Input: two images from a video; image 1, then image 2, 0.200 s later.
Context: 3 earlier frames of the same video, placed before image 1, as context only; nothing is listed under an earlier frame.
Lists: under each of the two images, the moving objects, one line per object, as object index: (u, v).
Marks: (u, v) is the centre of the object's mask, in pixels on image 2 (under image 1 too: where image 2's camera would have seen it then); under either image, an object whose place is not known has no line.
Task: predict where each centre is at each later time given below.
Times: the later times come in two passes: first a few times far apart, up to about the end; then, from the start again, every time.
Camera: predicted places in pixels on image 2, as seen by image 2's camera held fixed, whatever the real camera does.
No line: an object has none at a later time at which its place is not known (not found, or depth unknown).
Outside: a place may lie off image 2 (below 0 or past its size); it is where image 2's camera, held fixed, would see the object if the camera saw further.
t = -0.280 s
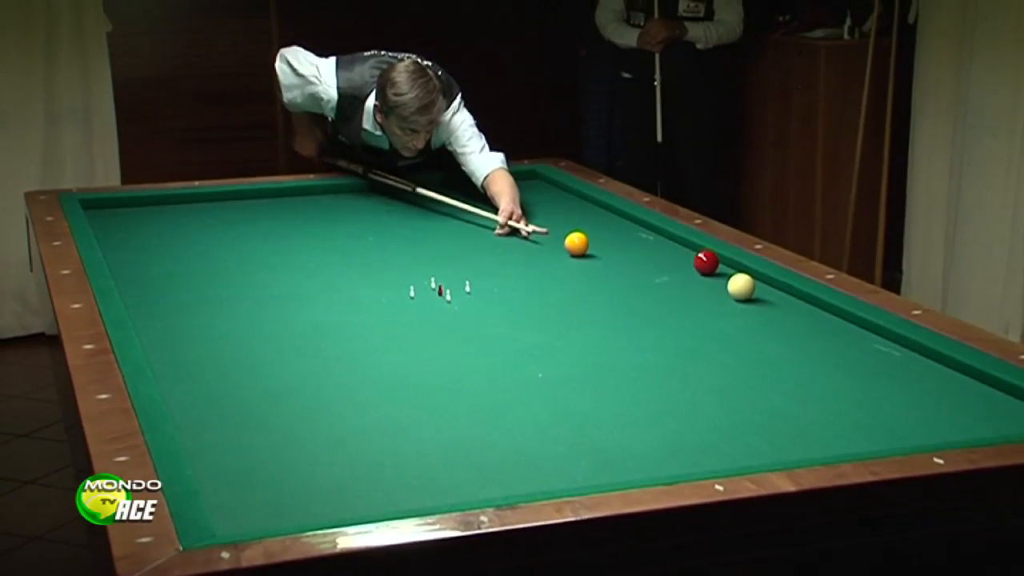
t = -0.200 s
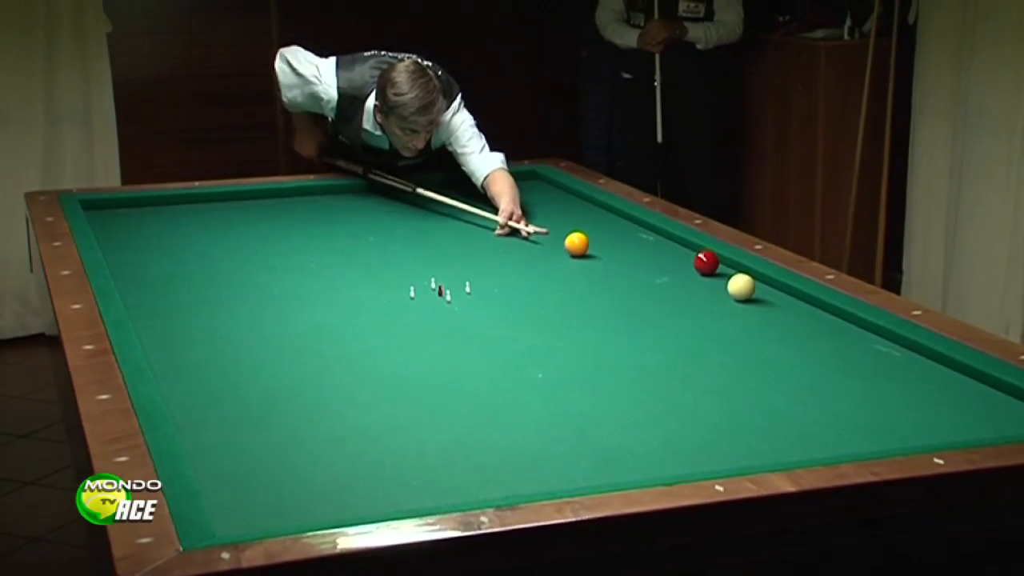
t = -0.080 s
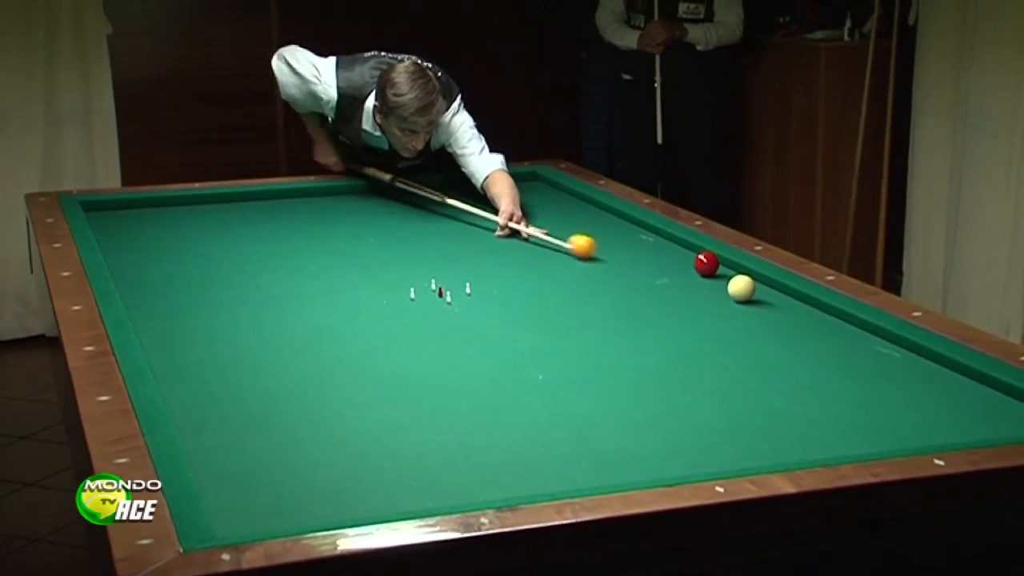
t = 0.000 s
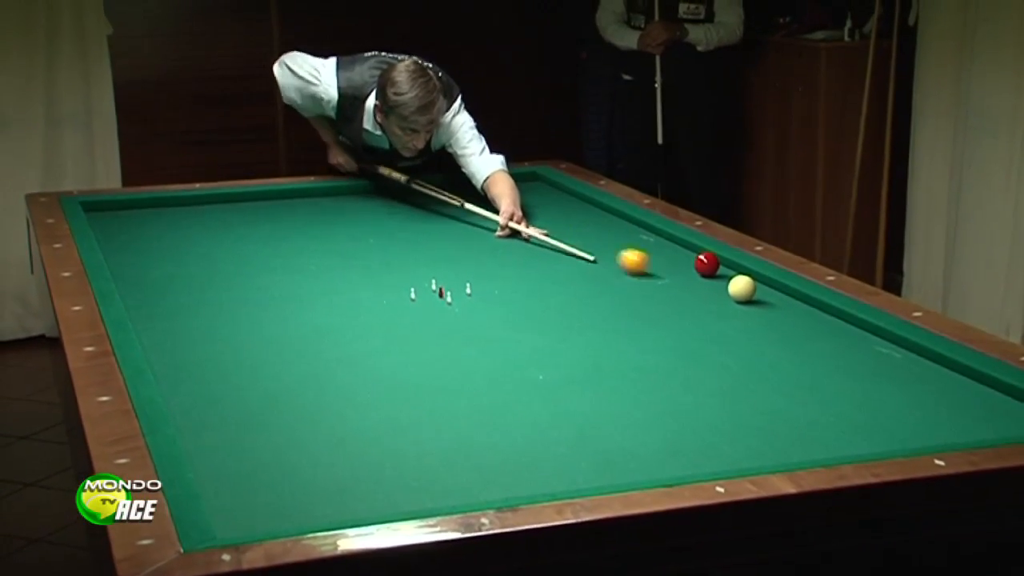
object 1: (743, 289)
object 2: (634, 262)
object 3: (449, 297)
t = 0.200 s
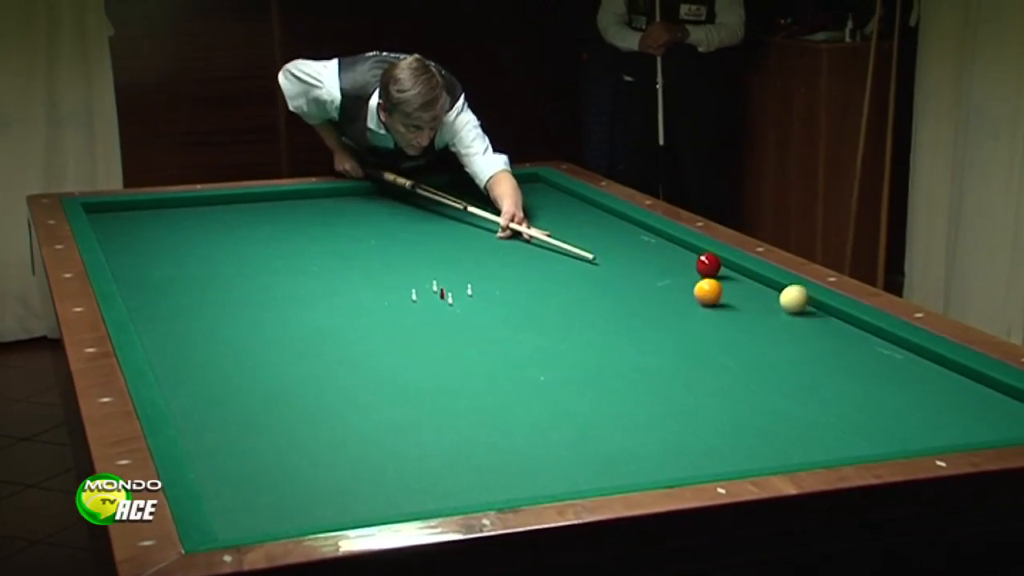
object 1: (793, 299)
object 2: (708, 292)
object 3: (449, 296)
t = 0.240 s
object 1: (788, 305)
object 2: (703, 294)
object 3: (449, 297)
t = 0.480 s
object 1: (762, 341)
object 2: (673, 306)
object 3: (449, 297)
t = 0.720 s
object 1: (738, 378)
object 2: (642, 318)
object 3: (449, 297)
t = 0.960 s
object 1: (710, 422)
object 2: (610, 331)
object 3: (449, 297)
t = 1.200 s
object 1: (676, 467)
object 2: (577, 344)
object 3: (449, 297)
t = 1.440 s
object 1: (543, 462)
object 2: (543, 357)
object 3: (449, 297)
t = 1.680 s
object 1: (419, 451)
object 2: (508, 372)
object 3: (449, 297)
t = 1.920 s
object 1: (302, 441)
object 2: (471, 386)
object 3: (449, 297)
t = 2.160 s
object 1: (193, 431)
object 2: (434, 401)
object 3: (449, 297)
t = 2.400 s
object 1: (242, 404)
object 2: (394, 417)
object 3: (449, 297)
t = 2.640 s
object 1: (283, 380)
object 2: (354, 433)
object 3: (450, 297)
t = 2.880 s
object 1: (319, 359)
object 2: (312, 450)
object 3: (449, 297)
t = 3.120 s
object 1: (352, 340)
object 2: (269, 468)
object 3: (449, 297)
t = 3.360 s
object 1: (382, 323)
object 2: (224, 486)
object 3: (449, 297)
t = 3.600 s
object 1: (409, 307)
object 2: (243, 492)
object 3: (449, 297)
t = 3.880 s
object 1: (437, 291)
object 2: (277, 495)
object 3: (452, 298)
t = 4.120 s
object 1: (459, 278)
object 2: (305, 499)
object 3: (463, 300)
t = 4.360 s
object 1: (479, 267)
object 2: (331, 501)
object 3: (462, 300)
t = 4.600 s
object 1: (498, 256)
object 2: (356, 502)
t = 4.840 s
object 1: (514, 245)
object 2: (380, 502)
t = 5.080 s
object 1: (530, 236)
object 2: (402, 502)
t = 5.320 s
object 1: (545, 228)
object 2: (417, 500)
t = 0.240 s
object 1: (788, 305)
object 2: (703, 294)
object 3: (449, 297)
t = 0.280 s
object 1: (782, 311)
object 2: (698, 296)
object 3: (449, 297)
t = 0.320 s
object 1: (778, 317)
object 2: (693, 298)
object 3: (449, 297)
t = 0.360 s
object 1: (774, 323)
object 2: (688, 300)
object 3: (449, 297)
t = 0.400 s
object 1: (769, 329)
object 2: (683, 302)
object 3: (449, 296)
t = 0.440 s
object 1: (766, 335)
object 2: (678, 304)
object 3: (449, 296)
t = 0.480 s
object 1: (762, 341)
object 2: (673, 306)
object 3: (449, 297)
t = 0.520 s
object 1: (758, 346)
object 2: (667, 308)
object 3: (449, 296)
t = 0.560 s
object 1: (755, 352)
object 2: (662, 310)
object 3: (449, 296)
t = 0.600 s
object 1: (751, 358)
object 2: (657, 312)
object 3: (449, 297)
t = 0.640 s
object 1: (746, 365)
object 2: (652, 314)
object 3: (449, 297)
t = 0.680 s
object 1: (742, 371)
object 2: (647, 316)
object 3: (449, 297)
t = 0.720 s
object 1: (738, 378)
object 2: (642, 318)
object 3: (449, 297)
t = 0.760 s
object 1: (733, 385)
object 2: (636, 320)
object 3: (449, 297)
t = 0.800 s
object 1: (729, 392)
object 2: (631, 322)
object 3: (449, 297)
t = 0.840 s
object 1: (725, 399)
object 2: (626, 324)
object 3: (449, 297)
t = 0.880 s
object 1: (720, 406)
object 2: (621, 326)
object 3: (449, 296)
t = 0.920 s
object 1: (715, 414)
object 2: (616, 328)
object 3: (449, 297)
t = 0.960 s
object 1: (710, 422)
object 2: (610, 331)
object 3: (449, 297)
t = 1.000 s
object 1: (705, 430)
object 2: (605, 333)
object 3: (449, 297)
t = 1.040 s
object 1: (700, 439)
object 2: (599, 335)
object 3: (449, 297)
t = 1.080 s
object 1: (694, 447)
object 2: (594, 337)
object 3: (449, 297)
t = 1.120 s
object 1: (688, 456)
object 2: (588, 339)
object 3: (449, 297)
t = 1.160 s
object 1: (683, 462)
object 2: (583, 342)
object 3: (449, 297)
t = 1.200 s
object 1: (676, 467)
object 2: (577, 344)
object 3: (449, 297)
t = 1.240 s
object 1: (656, 468)
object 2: (572, 346)
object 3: (449, 297)
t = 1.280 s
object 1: (632, 468)
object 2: (566, 349)
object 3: (449, 297)
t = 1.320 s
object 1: (609, 467)
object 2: (560, 351)
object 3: (449, 297)
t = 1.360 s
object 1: (586, 466)
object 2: (554, 353)
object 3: (449, 297)
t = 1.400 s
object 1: (565, 464)
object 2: (549, 355)
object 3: (449, 297)
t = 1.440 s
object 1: (543, 462)
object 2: (543, 357)
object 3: (449, 297)
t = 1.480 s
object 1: (522, 459)
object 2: (537, 360)
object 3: (449, 297)
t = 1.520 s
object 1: (501, 458)
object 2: (531, 362)
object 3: (449, 297)
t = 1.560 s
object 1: (480, 456)
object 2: (525, 365)
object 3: (449, 297)
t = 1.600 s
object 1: (460, 455)
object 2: (520, 366)
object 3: (449, 297)
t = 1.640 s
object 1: (439, 452)
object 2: (514, 369)
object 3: (449, 297)
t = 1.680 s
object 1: (419, 451)
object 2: (508, 372)
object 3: (449, 297)
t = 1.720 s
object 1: (399, 449)
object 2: (502, 374)
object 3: (449, 297)
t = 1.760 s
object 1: (379, 447)
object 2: (496, 376)
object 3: (449, 297)
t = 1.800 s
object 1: (360, 445)
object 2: (490, 379)
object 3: (449, 297)
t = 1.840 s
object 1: (340, 444)
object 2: (484, 381)
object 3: (449, 297)
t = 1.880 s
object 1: (321, 442)
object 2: (477, 384)
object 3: (449, 297)
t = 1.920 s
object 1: (302, 441)
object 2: (471, 386)
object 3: (449, 297)
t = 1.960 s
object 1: (283, 439)
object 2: (465, 389)
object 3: (449, 297)
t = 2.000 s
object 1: (264, 437)
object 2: (459, 391)
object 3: (449, 297)
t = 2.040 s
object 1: (245, 435)
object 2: (453, 393)
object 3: (449, 297)
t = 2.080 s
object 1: (227, 434)
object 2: (446, 396)
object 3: (449, 297)
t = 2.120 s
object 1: (208, 432)
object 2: (440, 399)
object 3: (449, 297)
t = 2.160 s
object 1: (193, 431)
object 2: (434, 401)
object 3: (449, 297)
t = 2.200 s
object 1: (203, 425)
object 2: (427, 404)
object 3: (449, 297)
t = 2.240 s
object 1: (212, 421)
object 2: (421, 407)
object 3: (449, 297)
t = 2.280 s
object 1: (220, 417)
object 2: (414, 409)
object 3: (450, 297)
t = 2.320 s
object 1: (227, 412)
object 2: (407, 412)
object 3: (449, 297)
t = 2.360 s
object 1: (234, 408)
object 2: (401, 414)
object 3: (449, 297)
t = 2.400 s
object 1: (242, 404)
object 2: (394, 417)
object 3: (449, 297)
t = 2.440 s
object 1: (249, 400)
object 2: (388, 420)
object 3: (449, 297)
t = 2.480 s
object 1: (256, 395)
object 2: (381, 423)
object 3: (449, 297)
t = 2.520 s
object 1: (263, 391)
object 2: (374, 425)
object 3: (449, 297)
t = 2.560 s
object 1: (270, 388)
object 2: (368, 428)
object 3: (449, 297)
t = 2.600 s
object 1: (277, 384)
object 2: (361, 431)
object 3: (450, 297)
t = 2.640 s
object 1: (283, 380)
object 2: (354, 433)
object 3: (450, 297)
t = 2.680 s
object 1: (289, 376)
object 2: (347, 436)
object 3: (449, 297)
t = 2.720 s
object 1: (296, 373)
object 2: (341, 439)
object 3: (449, 297)
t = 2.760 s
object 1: (302, 369)
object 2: (333, 442)
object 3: (449, 297)
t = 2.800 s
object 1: (308, 366)
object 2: (326, 444)
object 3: (449, 297)
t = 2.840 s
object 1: (313, 362)
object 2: (319, 447)
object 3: (449, 297)
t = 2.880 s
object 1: (319, 359)
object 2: (312, 450)
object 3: (449, 297)
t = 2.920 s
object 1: (325, 356)
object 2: (305, 453)
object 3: (449, 297)
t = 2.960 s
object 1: (331, 353)
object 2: (298, 456)
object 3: (449, 297)
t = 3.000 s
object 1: (336, 349)
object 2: (291, 459)
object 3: (449, 297)
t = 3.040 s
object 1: (342, 347)
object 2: (284, 462)
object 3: (449, 297)
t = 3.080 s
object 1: (347, 343)
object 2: (277, 464)
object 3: (449, 297)
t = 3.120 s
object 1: (352, 340)
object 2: (269, 468)
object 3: (449, 297)
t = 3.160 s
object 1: (358, 337)
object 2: (261, 471)
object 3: (449, 297)
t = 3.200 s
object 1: (363, 334)
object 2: (254, 473)
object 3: (449, 297)
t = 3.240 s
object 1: (367, 331)
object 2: (247, 476)
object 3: (449, 297)
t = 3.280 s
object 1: (372, 328)
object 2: (239, 479)
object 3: (449, 297)
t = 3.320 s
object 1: (377, 326)
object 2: (231, 482)
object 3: (449, 297)
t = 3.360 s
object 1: (382, 323)
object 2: (224, 486)
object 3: (449, 297)
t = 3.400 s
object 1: (386, 320)
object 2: (218, 488)
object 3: (449, 297)
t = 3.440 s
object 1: (391, 317)
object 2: (223, 489)
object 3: (449, 297)
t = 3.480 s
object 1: (395, 315)
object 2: (228, 490)
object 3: (449, 297)
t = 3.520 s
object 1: (400, 313)
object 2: (233, 490)
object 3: (449, 297)
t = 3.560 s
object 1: (404, 310)
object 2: (238, 491)
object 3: (449, 297)
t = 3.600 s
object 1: (409, 307)
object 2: (243, 492)
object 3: (449, 297)
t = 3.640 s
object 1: (413, 305)
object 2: (248, 492)
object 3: (449, 297)
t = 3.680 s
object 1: (417, 303)
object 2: (253, 492)
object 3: (449, 297)
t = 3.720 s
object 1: (421, 300)
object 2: (258, 493)
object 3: (449, 297)
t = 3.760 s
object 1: (425, 298)
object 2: (263, 494)
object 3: (449, 297)
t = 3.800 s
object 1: (429, 295)
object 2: (267, 494)
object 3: (450, 298)
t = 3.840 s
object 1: (433, 293)
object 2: (272, 495)
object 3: (450, 298)
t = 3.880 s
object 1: (437, 291)
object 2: (277, 495)
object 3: (452, 298)
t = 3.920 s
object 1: (441, 289)
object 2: (282, 496)
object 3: (456, 300)
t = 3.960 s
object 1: (445, 287)
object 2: (286, 496)
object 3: (459, 300)
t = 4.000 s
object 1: (448, 284)
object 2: (291, 497)
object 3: (461, 301)
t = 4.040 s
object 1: (452, 283)
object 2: (296, 497)
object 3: (463, 301)
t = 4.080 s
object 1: (455, 281)
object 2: (300, 498)
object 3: (463, 301)
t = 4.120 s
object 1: (459, 278)
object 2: (305, 499)
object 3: (463, 300)
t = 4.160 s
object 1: (462, 276)
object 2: (309, 499)
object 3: (463, 300)
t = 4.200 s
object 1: (466, 274)
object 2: (314, 500)
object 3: (462, 300)
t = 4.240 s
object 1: (469, 272)
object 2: (318, 500)
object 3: (462, 300)
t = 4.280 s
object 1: (472, 270)
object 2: (322, 500)
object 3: (462, 300)
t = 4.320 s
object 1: (476, 269)
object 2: (327, 501)
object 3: (462, 300)
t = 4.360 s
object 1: (479, 267)
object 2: (331, 501)
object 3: (462, 300)
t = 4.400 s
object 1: (482, 264)
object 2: (335, 501)
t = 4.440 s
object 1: (485, 263)
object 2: (339, 501)
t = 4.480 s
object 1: (489, 261)
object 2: (344, 502)
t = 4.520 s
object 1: (492, 259)
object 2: (348, 502)
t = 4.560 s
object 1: (495, 257)
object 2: (352, 501)
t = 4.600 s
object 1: (498, 256)
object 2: (356, 502)
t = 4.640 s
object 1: (500, 254)
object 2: (360, 502)
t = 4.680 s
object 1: (503, 252)
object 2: (364, 502)
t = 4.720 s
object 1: (506, 250)
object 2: (368, 502)
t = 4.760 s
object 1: (509, 249)
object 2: (372, 502)
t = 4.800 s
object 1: (512, 247)
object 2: (376, 502)
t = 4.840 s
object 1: (514, 245)
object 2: (380, 502)
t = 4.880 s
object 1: (517, 244)
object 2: (384, 502)
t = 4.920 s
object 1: (520, 242)
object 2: (387, 502)
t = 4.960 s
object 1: (523, 241)
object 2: (391, 502)
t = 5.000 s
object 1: (525, 239)
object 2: (395, 502)
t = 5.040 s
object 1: (528, 238)
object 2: (399, 502)
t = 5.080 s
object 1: (530, 236)
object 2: (402, 502)
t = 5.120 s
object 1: (533, 235)
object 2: (406, 502)
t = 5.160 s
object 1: (535, 233)
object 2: (409, 502)
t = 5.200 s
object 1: (537, 232)
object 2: (412, 502)
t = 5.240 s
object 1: (540, 230)
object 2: (414, 502)
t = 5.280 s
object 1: (542, 229)
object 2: (415, 501)
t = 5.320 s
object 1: (545, 228)
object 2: (417, 500)
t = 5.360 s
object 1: (547, 226)
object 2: (419, 500)
